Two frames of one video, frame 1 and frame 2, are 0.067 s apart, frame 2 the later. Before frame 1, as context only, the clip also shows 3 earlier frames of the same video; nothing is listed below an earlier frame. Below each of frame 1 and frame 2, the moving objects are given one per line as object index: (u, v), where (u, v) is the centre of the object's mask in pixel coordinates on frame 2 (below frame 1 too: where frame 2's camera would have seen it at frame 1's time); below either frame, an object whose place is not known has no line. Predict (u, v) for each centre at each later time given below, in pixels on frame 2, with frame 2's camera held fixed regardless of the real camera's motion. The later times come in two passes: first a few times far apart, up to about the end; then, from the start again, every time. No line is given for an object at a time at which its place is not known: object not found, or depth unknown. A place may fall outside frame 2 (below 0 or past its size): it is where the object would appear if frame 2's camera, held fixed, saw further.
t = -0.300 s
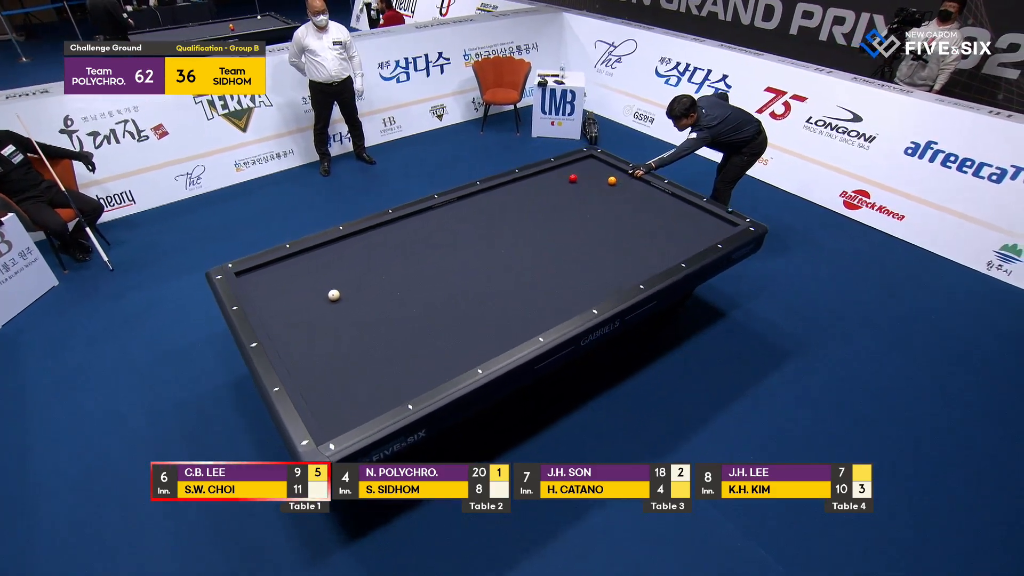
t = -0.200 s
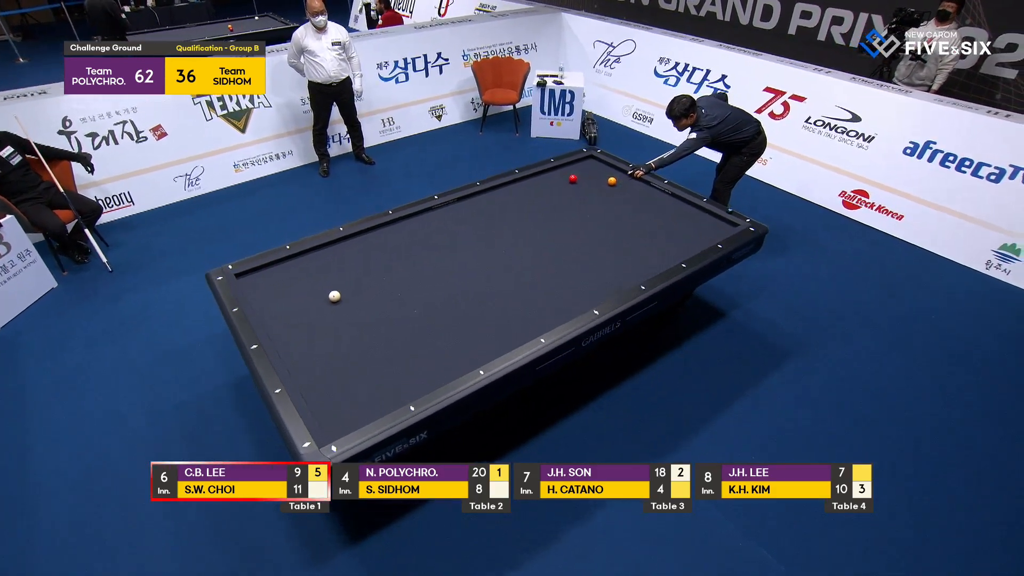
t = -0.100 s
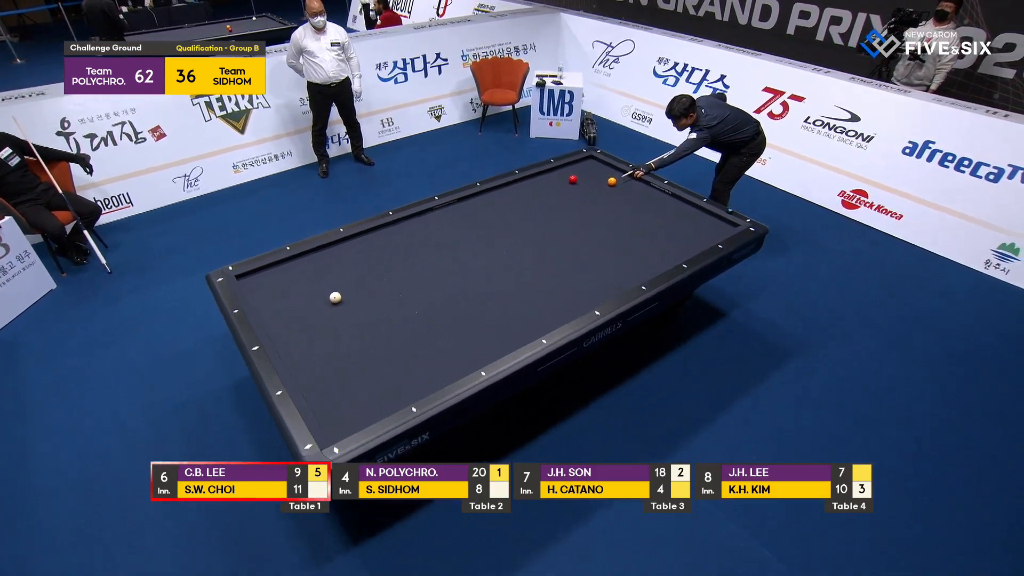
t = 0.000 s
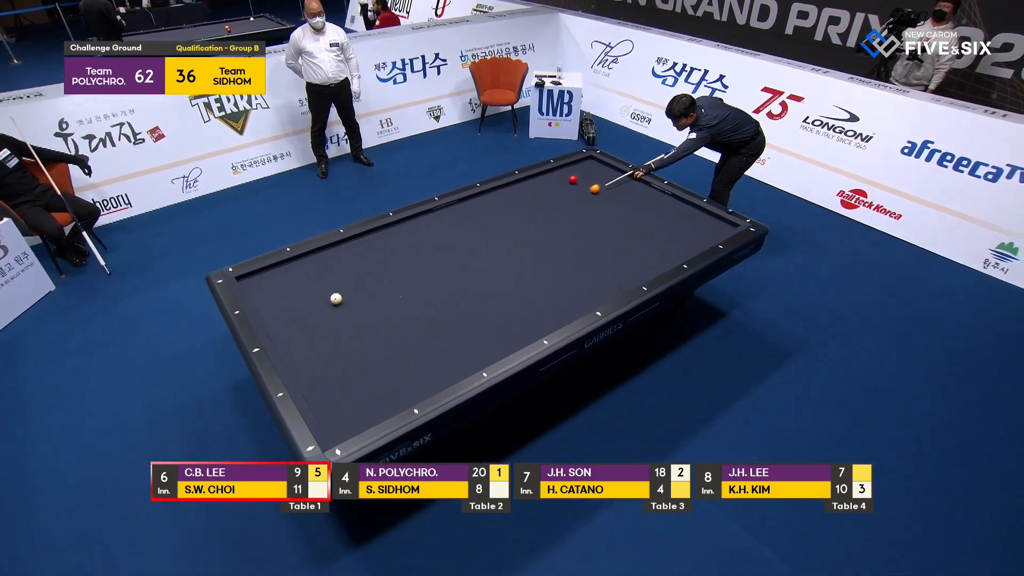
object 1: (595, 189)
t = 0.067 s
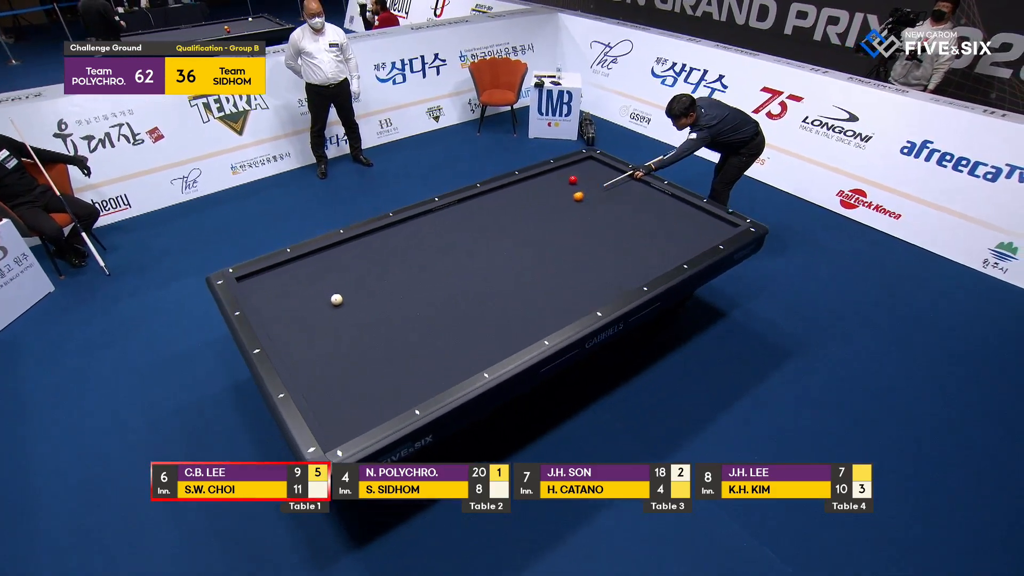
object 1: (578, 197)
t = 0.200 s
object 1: (545, 211)
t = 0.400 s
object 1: (491, 236)
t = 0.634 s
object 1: (417, 271)
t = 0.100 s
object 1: (570, 200)
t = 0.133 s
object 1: (562, 204)
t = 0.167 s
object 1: (554, 208)
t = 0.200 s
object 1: (545, 211)
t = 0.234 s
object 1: (537, 215)
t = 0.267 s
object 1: (528, 219)
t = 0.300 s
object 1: (519, 224)
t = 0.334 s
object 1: (510, 228)
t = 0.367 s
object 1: (501, 232)
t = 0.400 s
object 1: (491, 236)
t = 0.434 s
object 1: (481, 241)
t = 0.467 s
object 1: (471, 246)
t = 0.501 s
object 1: (461, 251)
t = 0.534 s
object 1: (451, 256)
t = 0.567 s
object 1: (440, 261)
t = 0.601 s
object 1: (429, 266)
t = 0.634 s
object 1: (417, 271)
